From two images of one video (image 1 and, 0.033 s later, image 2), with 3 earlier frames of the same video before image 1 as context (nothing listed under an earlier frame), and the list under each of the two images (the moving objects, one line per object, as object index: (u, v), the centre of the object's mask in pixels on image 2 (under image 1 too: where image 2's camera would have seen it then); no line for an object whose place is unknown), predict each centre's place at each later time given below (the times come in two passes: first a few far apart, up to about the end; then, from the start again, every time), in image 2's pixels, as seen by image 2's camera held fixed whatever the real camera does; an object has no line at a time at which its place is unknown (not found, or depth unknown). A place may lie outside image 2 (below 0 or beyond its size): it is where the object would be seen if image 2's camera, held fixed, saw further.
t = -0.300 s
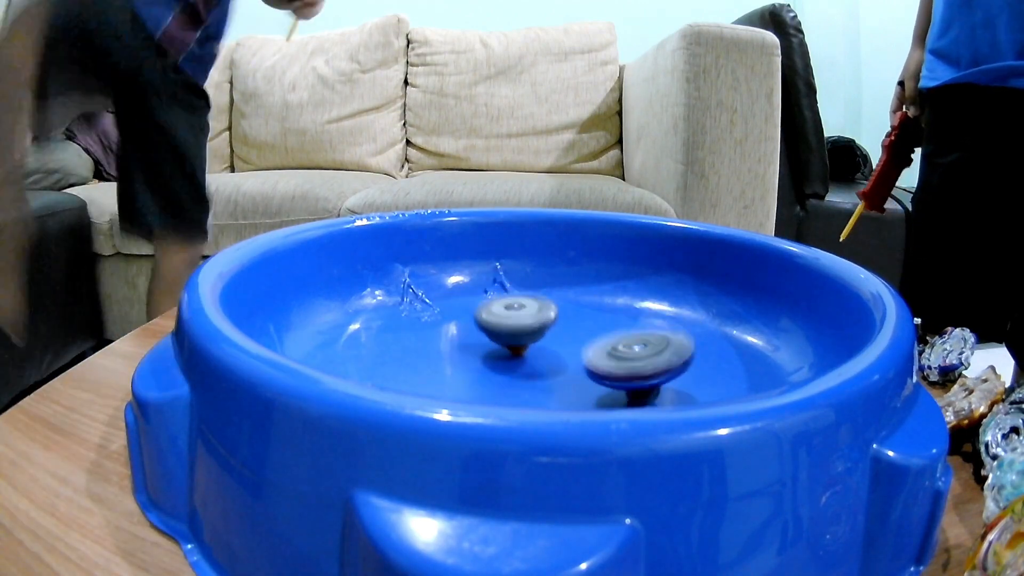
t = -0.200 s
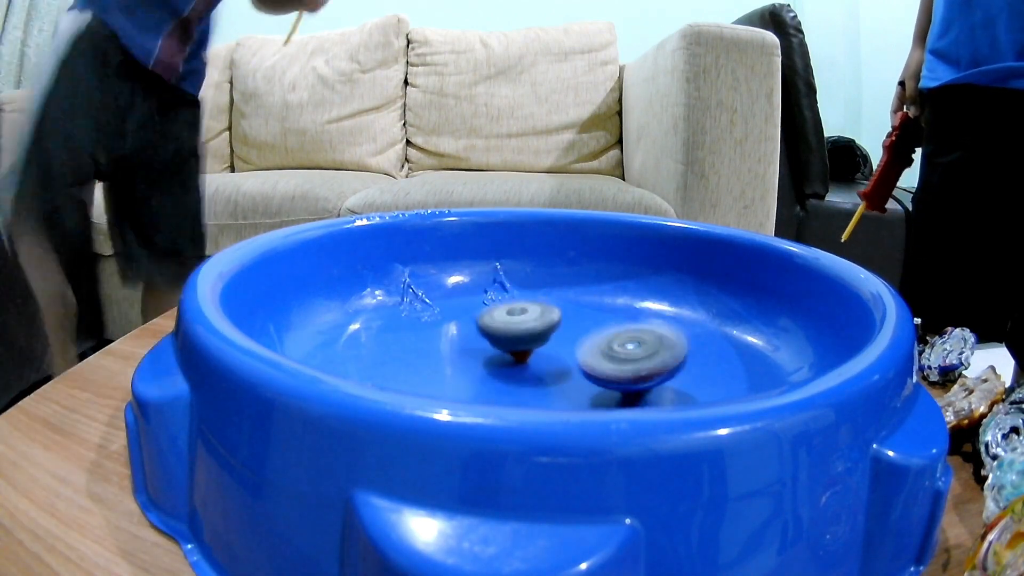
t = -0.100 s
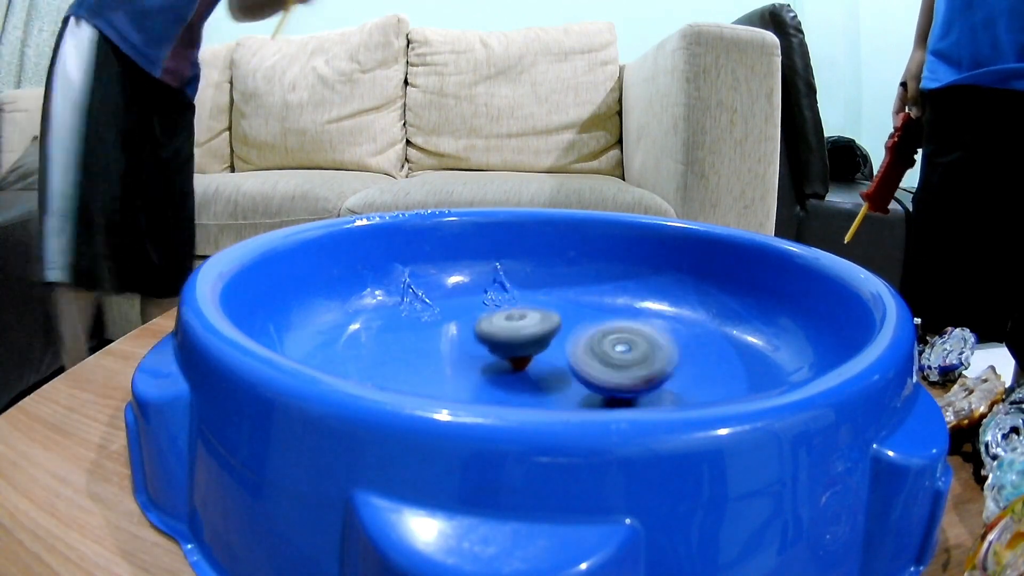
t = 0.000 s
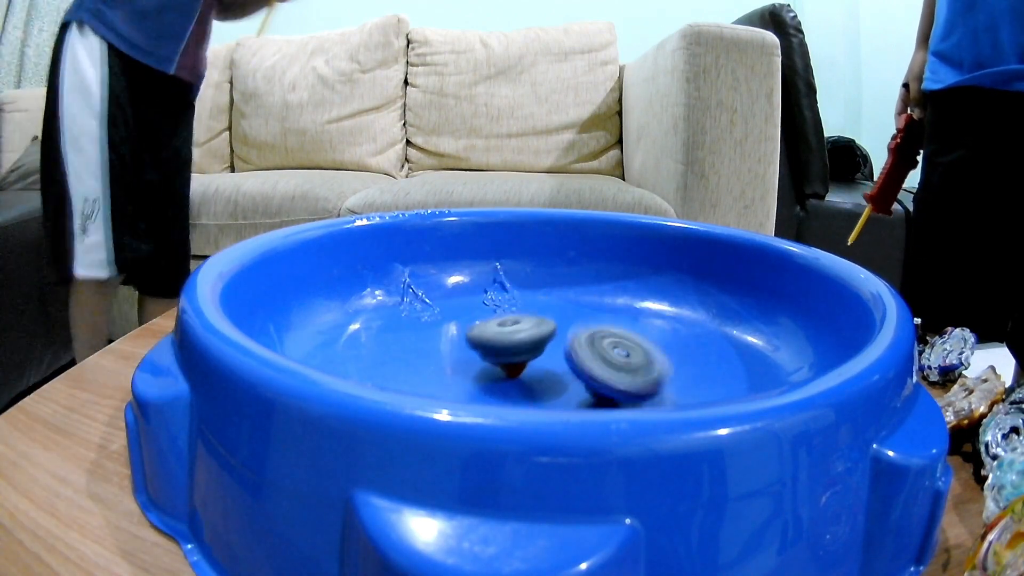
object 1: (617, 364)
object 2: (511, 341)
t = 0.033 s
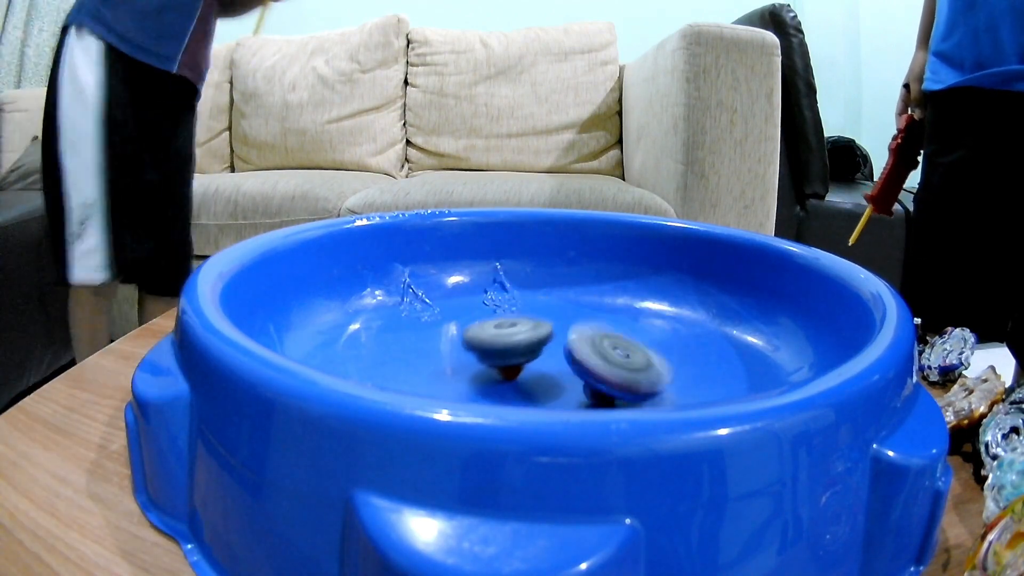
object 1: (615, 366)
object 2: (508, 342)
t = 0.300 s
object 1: (624, 374)
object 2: (470, 354)
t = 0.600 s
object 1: (611, 372)
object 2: (432, 351)
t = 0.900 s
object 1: (615, 380)
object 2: (434, 342)
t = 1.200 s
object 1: (591, 377)
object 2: (471, 341)
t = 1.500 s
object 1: (599, 384)
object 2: (510, 355)
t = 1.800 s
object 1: (596, 374)
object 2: (488, 357)
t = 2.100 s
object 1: (580, 382)
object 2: (488, 343)
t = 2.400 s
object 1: (579, 374)
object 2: (518, 337)
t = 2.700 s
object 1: (588, 375)
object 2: (546, 335)
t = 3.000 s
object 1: (628, 376)
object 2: (548, 342)
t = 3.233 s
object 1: (606, 368)
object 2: (534, 341)
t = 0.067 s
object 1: (614, 367)
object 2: (504, 345)
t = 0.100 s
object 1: (612, 369)
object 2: (500, 346)
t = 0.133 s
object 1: (613, 370)
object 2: (496, 349)
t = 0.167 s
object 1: (614, 370)
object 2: (491, 350)
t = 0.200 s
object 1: (617, 373)
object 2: (486, 352)
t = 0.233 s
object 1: (620, 373)
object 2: (481, 353)
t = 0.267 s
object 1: (622, 373)
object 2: (475, 354)
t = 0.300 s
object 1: (624, 374)
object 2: (470, 354)
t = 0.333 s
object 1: (624, 372)
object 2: (464, 355)
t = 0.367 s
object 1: (622, 372)
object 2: (459, 355)
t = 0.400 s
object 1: (622, 371)
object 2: (455, 356)
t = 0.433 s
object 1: (621, 369)
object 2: (450, 355)
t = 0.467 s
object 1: (619, 369)
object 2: (445, 354)
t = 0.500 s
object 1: (617, 370)
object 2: (441, 353)
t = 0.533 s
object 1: (617, 370)
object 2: (438, 354)
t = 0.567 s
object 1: (614, 371)
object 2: (435, 352)
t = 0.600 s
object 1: (611, 372)
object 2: (432, 351)
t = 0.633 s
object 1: (611, 372)
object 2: (430, 350)
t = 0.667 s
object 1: (608, 374)
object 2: (429, 349)
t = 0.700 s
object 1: (606, 375)
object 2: (428, 348)
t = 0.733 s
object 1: (607, 377)
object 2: (428, 347)
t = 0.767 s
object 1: (608, 378)
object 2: (428, 345)
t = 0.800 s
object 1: (610, 379)
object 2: (429, 345)
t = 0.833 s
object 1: (613, 380)
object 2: (430, 344)
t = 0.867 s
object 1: (613, 380)
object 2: (432, 343)
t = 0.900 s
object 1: (615, 380)
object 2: (434, 342)
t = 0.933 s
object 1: (615, 378)
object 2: (437, 341)
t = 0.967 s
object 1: (613, 377)
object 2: (440, 341)
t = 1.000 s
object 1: (611, 376)
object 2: (444, 341)
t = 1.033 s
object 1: (610, 376)
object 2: (448, 340)
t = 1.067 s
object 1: (607, 375)
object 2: (452, 340)
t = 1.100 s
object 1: (604, 376)
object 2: (456, 339)
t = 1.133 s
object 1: (602, 375)
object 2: (461, 340)
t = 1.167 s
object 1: (596, 376)
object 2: (466, 340)
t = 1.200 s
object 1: (591, 377)
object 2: (471, 341)
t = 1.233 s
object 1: (590, 377)
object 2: (476, 342)
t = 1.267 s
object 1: (587, 380)
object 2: (481, 343)
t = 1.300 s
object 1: (586, 380)
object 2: (485, 344)
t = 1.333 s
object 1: (589, 383)
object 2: (490, 345)
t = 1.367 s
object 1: (593, 384)
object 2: (493, 346)
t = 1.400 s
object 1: (597, 386)
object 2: (499, 349)
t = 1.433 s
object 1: (598, 386)
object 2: (503, 351)
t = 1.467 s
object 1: (599, 385)
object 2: (507, 353)
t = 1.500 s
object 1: (599, 384)
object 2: (510, 355)
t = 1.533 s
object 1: (600, 380)
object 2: (513, 357)
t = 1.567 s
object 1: (600, 379)
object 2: (513, 359)
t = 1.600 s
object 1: (603, 377)
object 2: (509, 360)
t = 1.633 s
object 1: (605, 376)
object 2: (505, 360)
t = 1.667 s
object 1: (606, 375)
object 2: (503, 360)
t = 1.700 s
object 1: (607, 375)
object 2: (498, 360)
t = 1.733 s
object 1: (602, 375)
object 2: (494, 360)
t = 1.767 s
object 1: (600, 374)
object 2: (491, 359)
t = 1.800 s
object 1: (596, 374)
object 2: (488, 357)
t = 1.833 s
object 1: (592, 373)
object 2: (484, 356)
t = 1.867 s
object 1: (590, 372)
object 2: (482, 353)
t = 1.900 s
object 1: (585, 375)
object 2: (481, 352)
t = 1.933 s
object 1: (583, 375)
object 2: (481, 350)
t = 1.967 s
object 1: (578, 376)
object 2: (480, 348)
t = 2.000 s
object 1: (577, 376)
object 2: (482, 347)
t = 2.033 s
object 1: (578, 379)
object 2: (483, 346)
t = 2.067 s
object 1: (579, 380)
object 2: (485, 345)
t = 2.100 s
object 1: (580, 382)
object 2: (488, 343)
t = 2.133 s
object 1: (586, 382)
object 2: (491, 343)
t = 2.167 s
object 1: (588, 382)
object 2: (495, 342)
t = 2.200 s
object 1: (590, 381)
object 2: (499, 341)
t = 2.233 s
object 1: (590, 381)
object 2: (503, 341)
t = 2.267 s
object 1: (588, 379)
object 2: (508, 341)
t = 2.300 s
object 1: (582, 376)
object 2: (512, 341)
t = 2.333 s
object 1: (580, 373)
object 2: (515, 340)
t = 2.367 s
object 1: (578, 375)
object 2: (515, 338)
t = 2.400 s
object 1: (579, 374)
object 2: (518, 337)
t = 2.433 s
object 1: (576, 377)
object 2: (520, 334)
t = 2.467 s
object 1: (574, 376)
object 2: (521, 333)
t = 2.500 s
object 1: (571, 377)
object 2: (523, 332)
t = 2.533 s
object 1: (571, 378)
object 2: (528, 332)
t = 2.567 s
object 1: (573, 379)
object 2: (532, 332)
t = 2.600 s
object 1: (574, 379)
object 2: (536, 332)
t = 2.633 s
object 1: (582, 379)
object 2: (539, 335)
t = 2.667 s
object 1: (584, 380)
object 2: (543, 337)
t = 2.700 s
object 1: (588, 375)
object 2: (546, 335)
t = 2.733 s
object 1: (592, 375)
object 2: (545, 336)
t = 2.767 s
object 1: (596, 376)
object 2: (548, 336)
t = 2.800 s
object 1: (599, 375)
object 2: (549, 337)
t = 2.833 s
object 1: (602, 376)
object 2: (549, 338)
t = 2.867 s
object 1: (609, 378)
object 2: (549, 341)
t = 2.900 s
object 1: (615, 379)
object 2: (551, 343)
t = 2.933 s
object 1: (624, 378)
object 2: (551, 343)
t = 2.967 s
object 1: (625, 378)
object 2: (548, 343)
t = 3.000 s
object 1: (628, 376)
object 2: (548, 342)
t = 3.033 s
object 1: (626, 371)
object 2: (547, 342)
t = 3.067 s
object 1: (625, 369)
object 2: (545, 341)
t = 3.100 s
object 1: (624, 368)
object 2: (543, 340)
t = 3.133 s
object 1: (624, 366)
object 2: (541, 340)
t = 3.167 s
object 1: (618, 369)
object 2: (538, 340)
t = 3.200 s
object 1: (613, 368)
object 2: (536, 340)
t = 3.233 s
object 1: (606, 368)
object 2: (534, 341)
